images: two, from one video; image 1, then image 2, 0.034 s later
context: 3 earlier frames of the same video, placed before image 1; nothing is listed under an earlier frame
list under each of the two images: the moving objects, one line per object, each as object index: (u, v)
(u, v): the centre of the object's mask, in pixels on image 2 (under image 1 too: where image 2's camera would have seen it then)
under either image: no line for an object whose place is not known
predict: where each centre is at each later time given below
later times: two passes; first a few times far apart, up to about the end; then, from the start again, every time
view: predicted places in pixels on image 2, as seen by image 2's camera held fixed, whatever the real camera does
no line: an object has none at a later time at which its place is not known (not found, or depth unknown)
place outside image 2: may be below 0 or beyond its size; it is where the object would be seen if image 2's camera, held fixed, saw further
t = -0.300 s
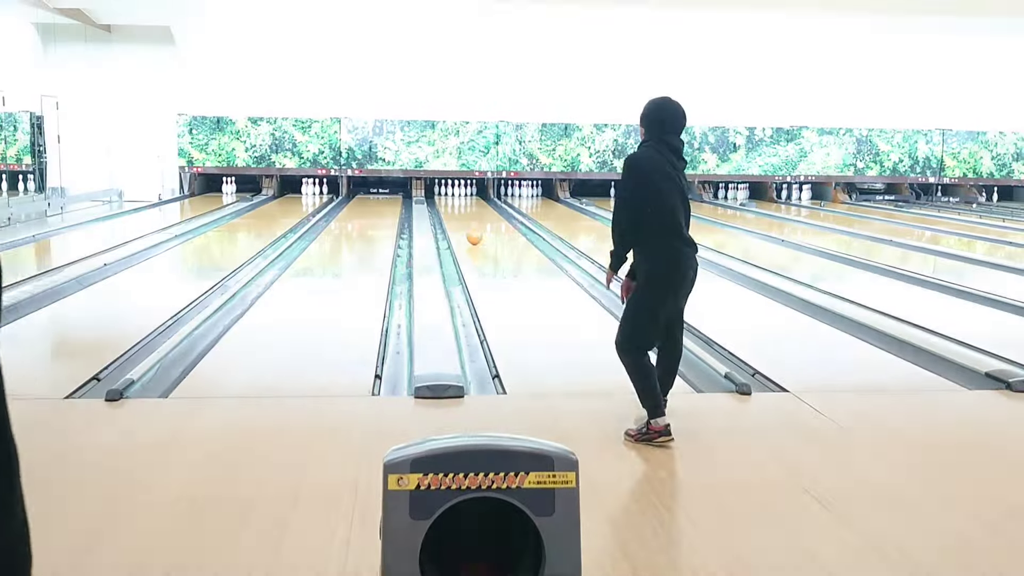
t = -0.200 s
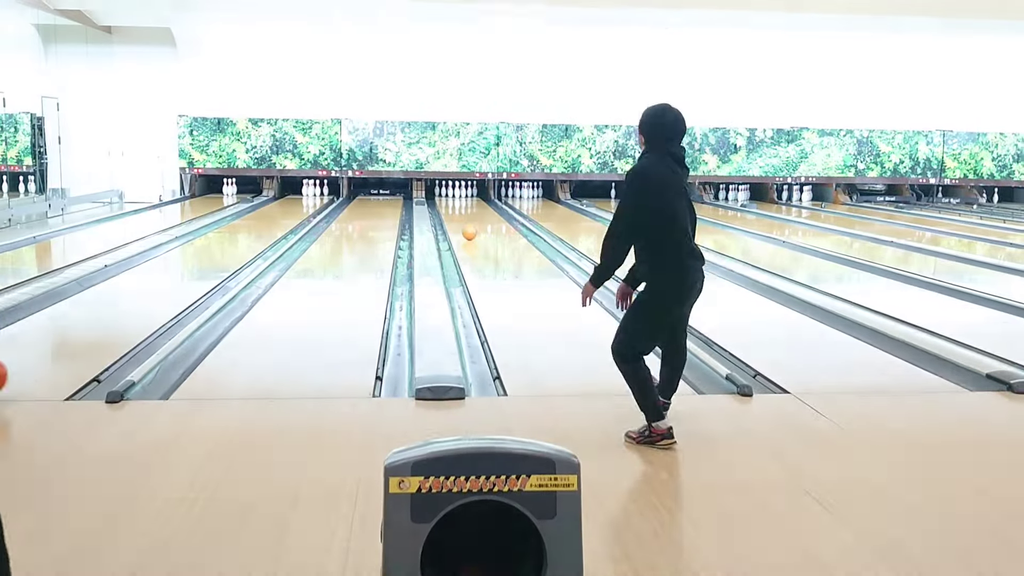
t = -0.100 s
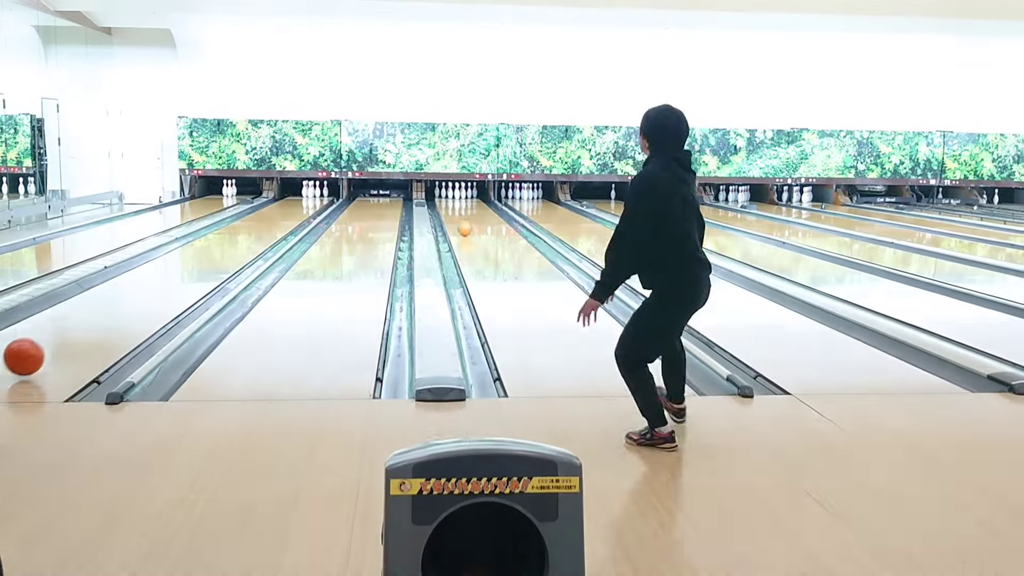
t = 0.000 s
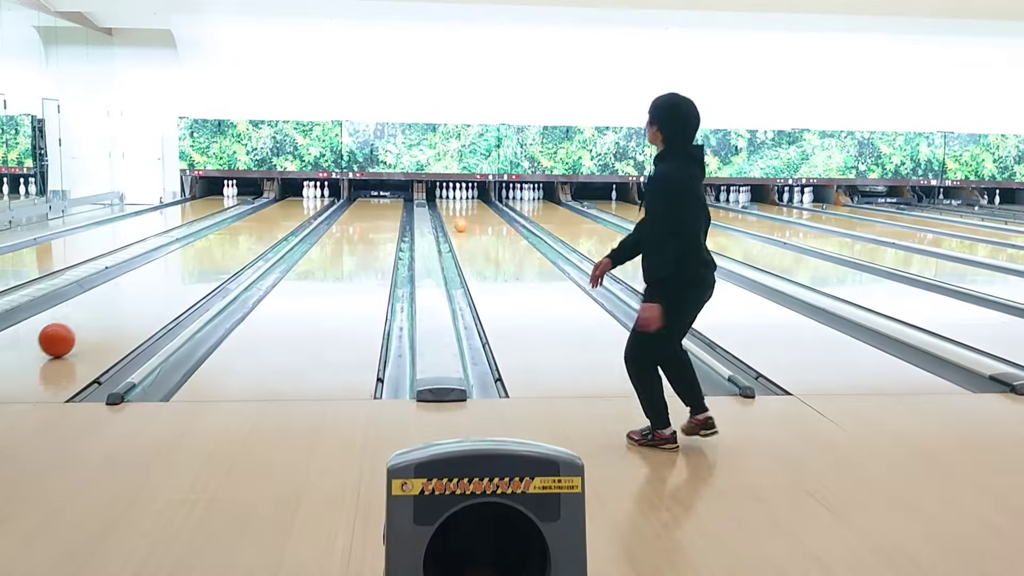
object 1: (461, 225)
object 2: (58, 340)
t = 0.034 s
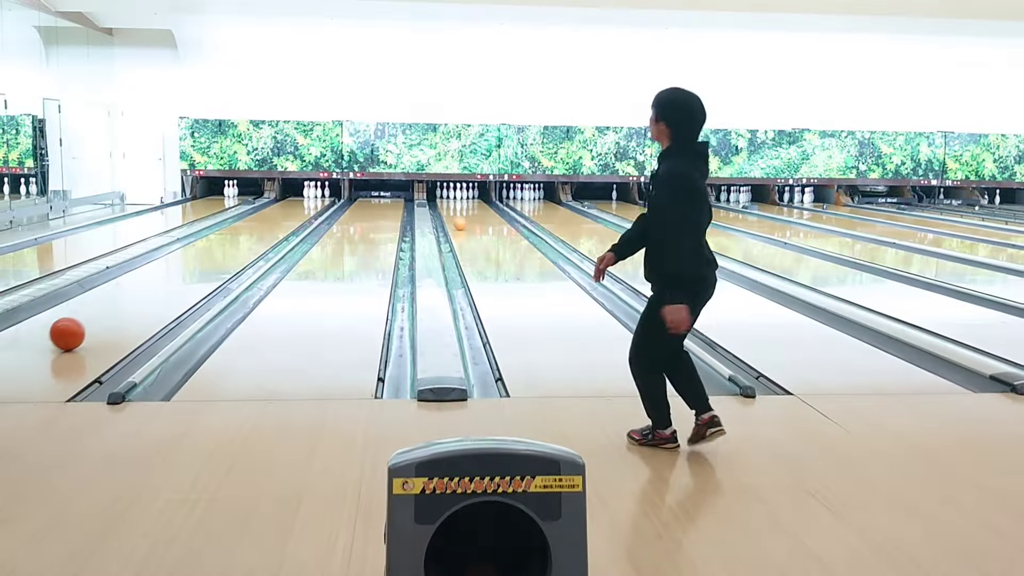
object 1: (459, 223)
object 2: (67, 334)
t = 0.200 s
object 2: (107, 309)
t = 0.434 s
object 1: (445, 211)
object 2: (149, 284)
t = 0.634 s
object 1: (440, 206)
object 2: (177, 268)
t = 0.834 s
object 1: (433, 203)
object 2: (204, 254)
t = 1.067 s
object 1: (432, 200)
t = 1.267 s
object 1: (431, 196)
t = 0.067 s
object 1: (458, 222)
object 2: (76, 328)
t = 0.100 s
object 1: (458, 221)
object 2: (85, 323)
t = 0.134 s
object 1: (456, 220)
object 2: (93, 318)
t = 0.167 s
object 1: (455, 219)
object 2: (100, 314)
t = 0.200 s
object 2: (107, 309)
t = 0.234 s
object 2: (114, 305)
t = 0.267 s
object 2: (121, 301)
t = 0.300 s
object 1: (450, 215)
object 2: (127, 297)
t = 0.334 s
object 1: (450, 214)
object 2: (133, 294)
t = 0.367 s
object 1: (449, 214)
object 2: (139, 291)
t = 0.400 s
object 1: (446, 212)
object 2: (144, 287)
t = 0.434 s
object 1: (445, 211)
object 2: (149, 284)
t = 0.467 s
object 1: (444, 210)
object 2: (155, 281)
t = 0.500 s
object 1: (443, 209)
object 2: (159, 278)
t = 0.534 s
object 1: (443, 208)
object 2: (164, 276)
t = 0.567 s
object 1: (442, 207)
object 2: (168, 273)
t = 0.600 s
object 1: (441, 206)
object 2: (173, 270)
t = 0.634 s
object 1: (440, 206)
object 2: (177, 268)
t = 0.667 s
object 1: (439, 204)
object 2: (181, 266)
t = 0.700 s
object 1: (439, 204)
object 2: (185, 263)
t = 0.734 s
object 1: (437, 203)
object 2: (188, 261)
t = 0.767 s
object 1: (436, 203)
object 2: (191, 259)
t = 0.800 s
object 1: (434, 204)
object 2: (197, 257)
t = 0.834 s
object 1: (433, 203)
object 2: (204, 254)
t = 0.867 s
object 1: (432, 203)
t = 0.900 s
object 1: (432, 202)
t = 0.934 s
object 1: (432, 202)
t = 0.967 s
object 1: (432, 201)
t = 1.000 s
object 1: (432, 201)
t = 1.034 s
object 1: (432, 200)
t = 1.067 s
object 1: (432, 200)
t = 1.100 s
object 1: (432, 199)
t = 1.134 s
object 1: (431, 198)
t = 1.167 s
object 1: (431, 198)
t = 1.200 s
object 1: (431, 196)
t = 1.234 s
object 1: (431, 196)
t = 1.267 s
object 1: (431, 196)
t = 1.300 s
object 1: (432, 196)
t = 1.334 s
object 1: (432, 196)
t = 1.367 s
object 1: (432, 196)
